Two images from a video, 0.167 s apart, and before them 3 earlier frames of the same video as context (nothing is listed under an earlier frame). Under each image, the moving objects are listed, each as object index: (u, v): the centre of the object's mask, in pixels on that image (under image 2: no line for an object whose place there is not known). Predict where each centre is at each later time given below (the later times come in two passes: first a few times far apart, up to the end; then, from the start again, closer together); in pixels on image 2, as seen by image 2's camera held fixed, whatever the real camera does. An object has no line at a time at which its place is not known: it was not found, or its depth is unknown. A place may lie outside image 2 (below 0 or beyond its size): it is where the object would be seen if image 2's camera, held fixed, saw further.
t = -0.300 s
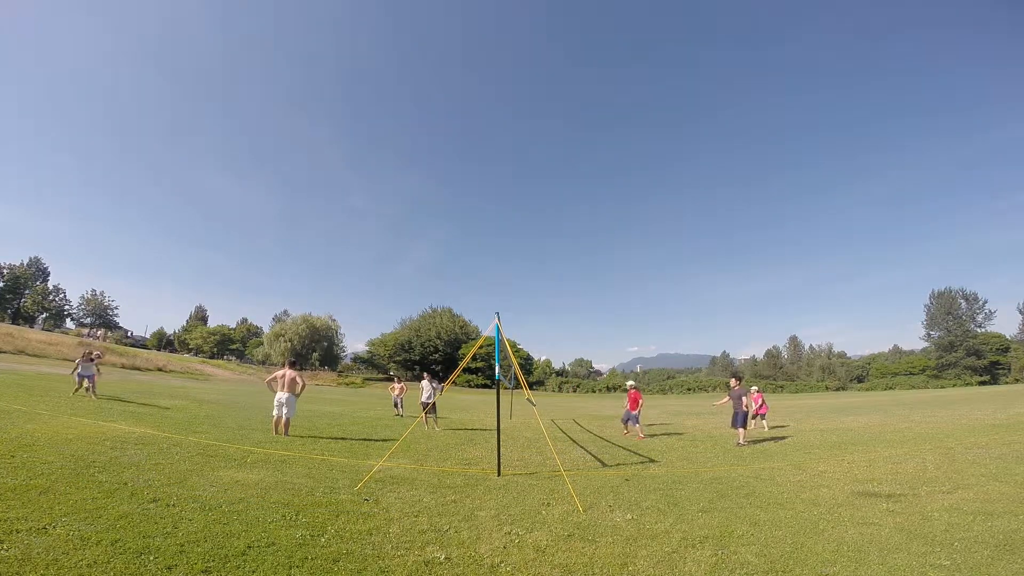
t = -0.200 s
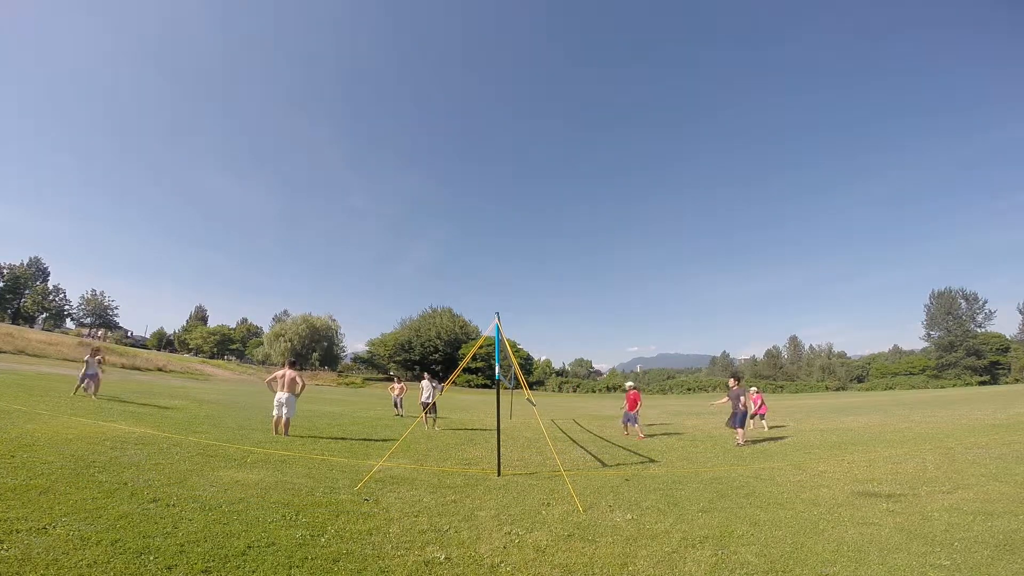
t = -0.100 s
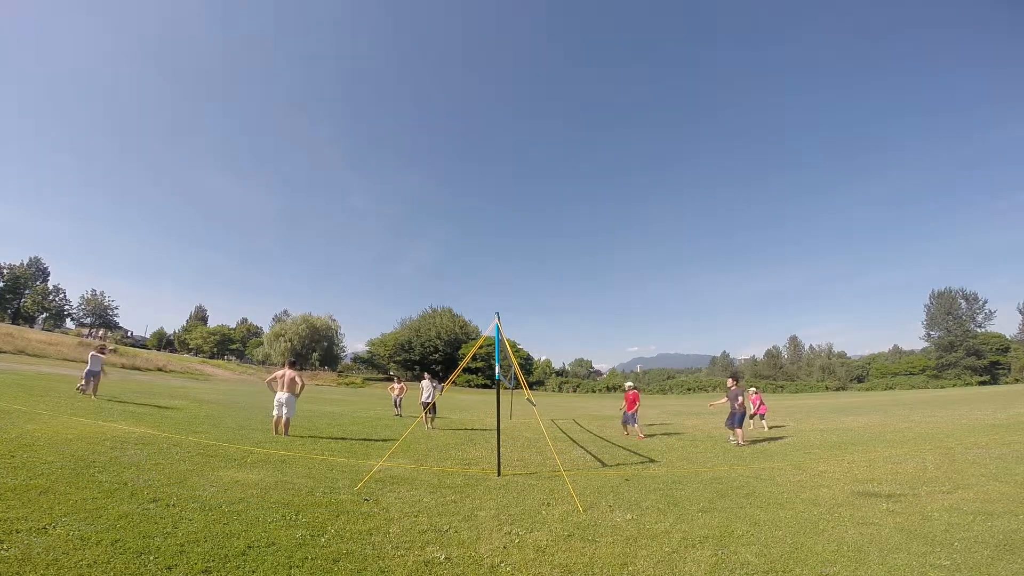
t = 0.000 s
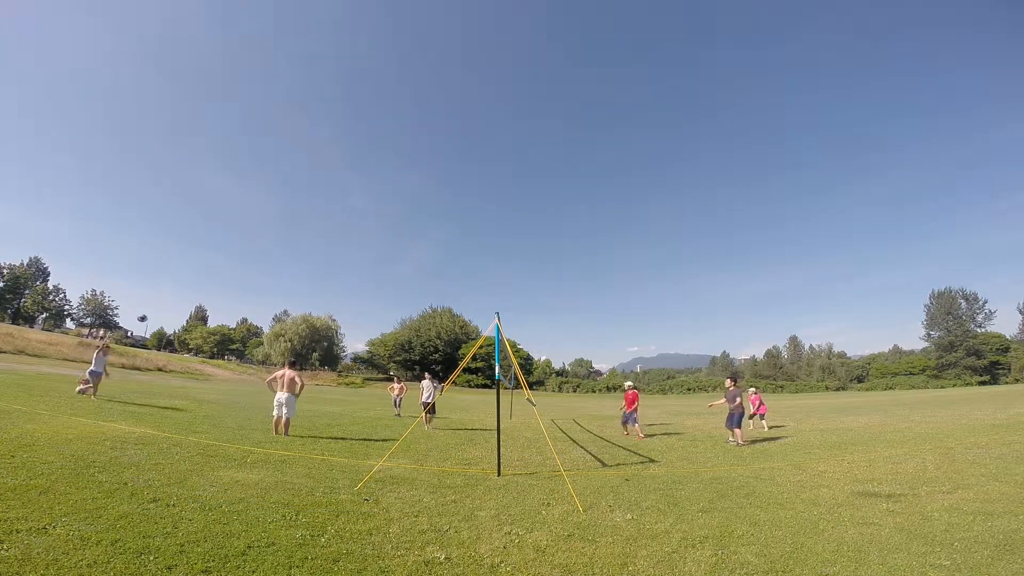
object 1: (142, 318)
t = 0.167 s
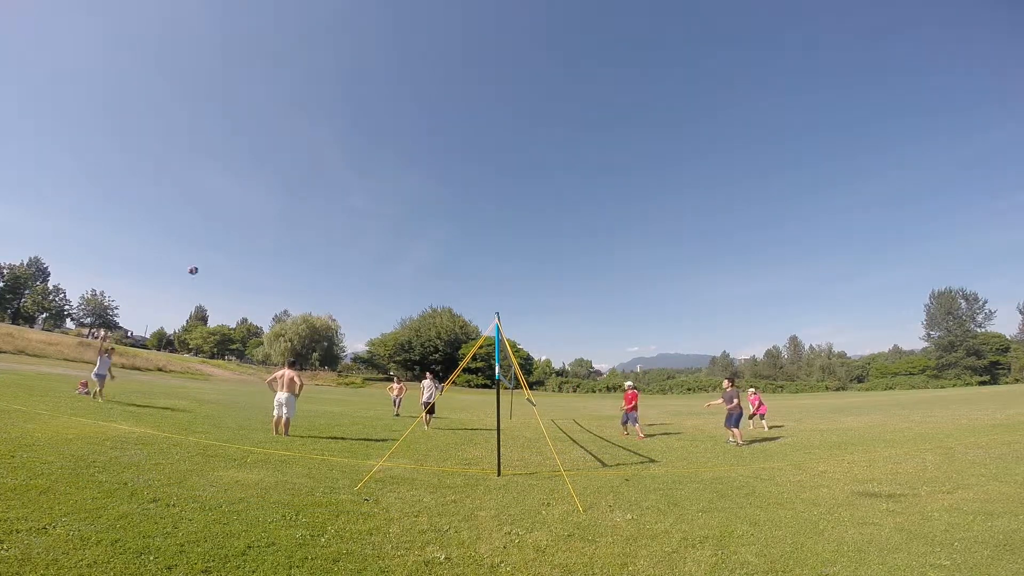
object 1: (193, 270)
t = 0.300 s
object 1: (234, 240)
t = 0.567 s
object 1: (316, 200)
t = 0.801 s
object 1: (386, 186)
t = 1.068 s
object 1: (467, 194)
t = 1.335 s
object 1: (554, 237)
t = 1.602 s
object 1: (661, 329)
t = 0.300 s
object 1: (234, 240)
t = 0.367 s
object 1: (255, 228)
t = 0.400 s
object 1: (265, 223)
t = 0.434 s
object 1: (275, 217)
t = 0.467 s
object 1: (285, 212)
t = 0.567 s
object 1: (316, 200)
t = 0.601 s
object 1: (325, 197)
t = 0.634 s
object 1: (335, 194)
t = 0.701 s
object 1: (355, 190)
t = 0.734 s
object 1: (365, 189)
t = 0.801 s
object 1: (386, 186)
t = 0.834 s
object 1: (395, 185)
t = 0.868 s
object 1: (405, 185)
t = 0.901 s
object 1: (416, 186)
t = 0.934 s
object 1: (425, 186)
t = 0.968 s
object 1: (436, 188)
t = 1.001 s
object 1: (446, 189)
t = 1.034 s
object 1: (456, 192)
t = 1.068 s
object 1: (467, 194)
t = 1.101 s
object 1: (476, 196)
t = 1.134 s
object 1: (487, 201)
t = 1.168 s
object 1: (498, 205)
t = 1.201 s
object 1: (509, 210)
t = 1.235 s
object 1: (520, 216)
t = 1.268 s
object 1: (531, 222)
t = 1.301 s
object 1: (543, 229)
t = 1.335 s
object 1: (554, 237)
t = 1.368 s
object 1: (567, 245)
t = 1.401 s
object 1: (579, 255)
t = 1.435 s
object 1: (592, 265)
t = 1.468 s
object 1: (606, 276)
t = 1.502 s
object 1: (619, 288)
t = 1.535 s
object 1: (633, 301)
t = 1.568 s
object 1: (647, 314)
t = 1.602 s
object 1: (661, 329)
